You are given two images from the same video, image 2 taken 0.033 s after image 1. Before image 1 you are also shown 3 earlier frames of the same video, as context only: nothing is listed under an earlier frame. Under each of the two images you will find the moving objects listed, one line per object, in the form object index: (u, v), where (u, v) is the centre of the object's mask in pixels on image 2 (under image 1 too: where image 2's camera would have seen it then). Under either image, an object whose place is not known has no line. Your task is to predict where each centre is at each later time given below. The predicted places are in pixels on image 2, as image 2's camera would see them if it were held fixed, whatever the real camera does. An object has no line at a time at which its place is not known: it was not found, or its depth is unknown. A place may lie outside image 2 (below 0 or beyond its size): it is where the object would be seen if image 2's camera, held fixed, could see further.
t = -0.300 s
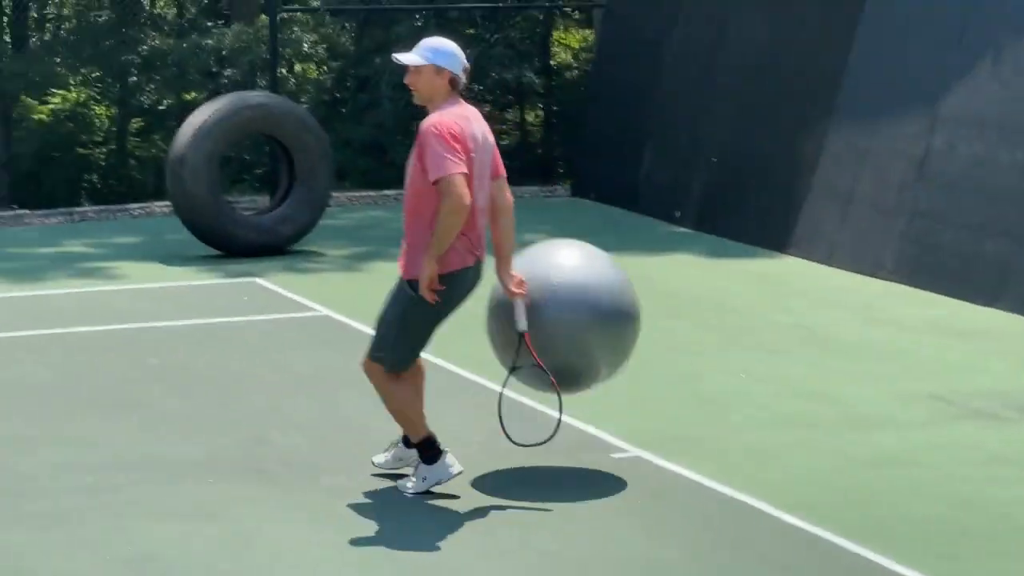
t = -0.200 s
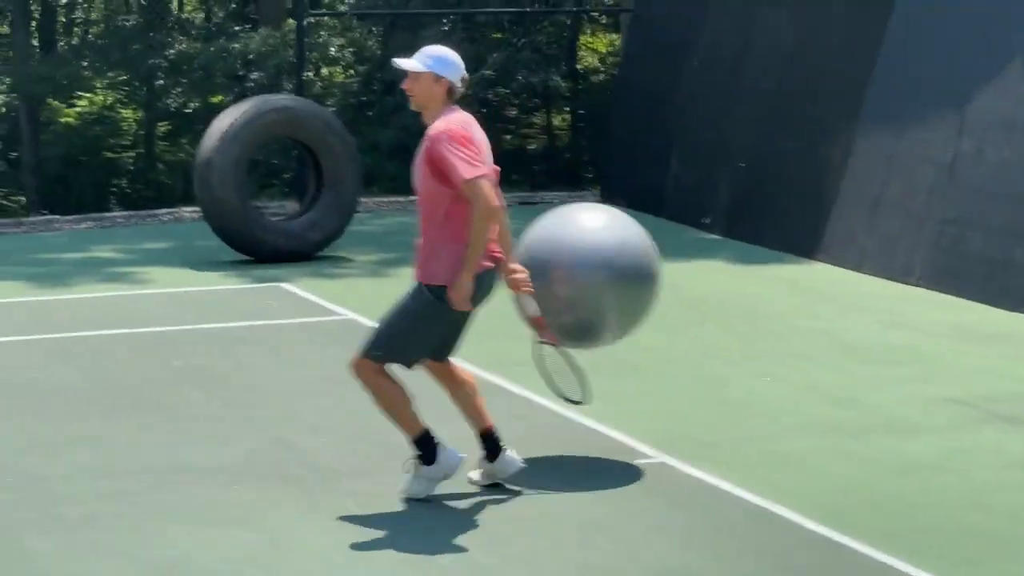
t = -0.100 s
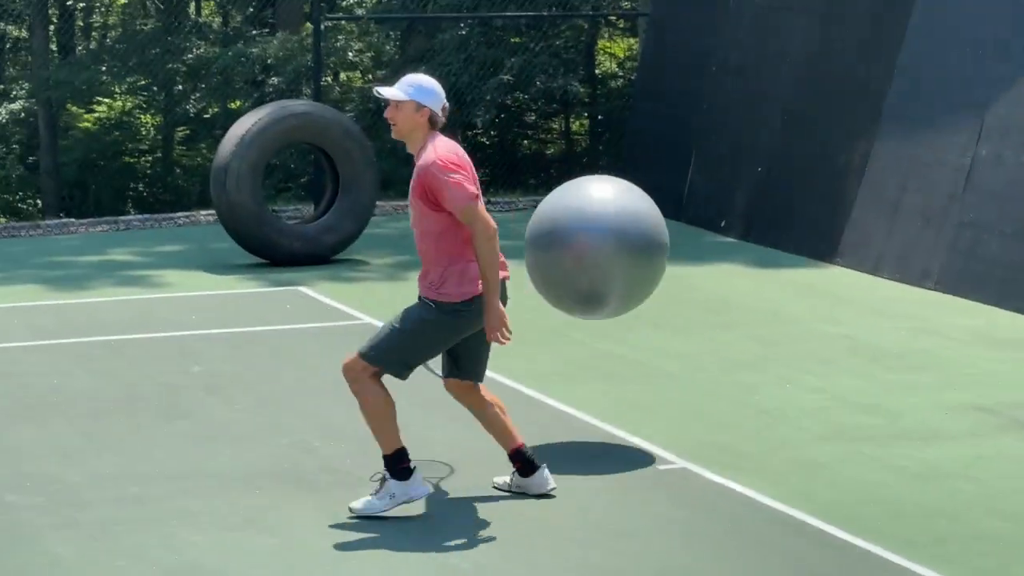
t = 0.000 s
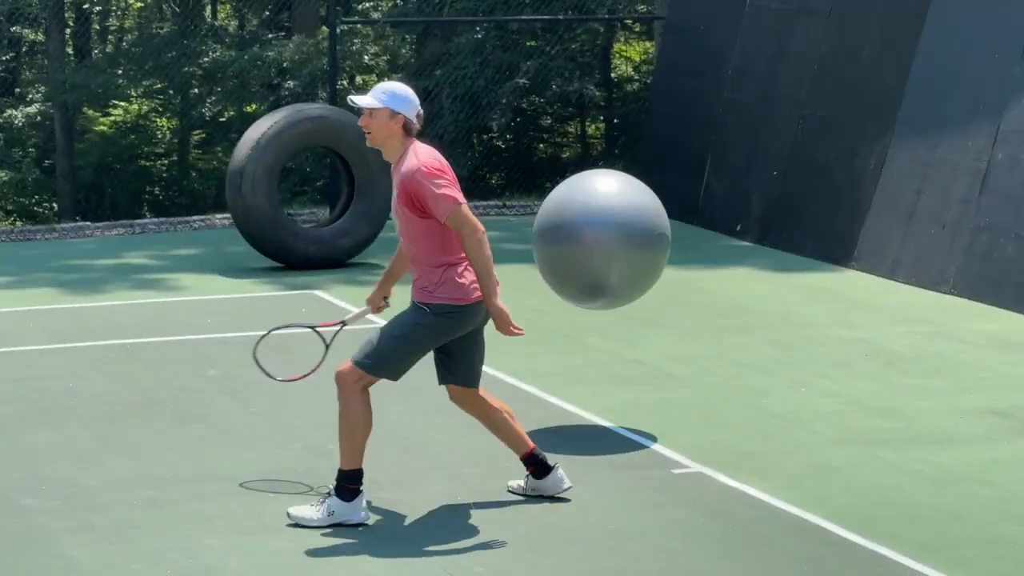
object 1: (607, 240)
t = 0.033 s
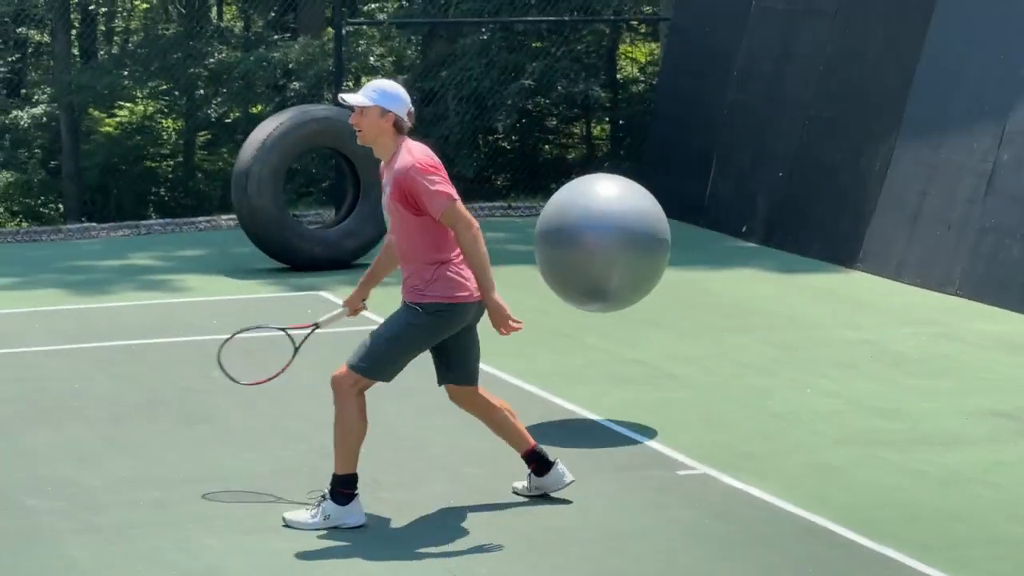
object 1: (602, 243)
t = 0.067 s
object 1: (597, 248)
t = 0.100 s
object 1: (593, 257)
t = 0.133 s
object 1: (588, 268)
